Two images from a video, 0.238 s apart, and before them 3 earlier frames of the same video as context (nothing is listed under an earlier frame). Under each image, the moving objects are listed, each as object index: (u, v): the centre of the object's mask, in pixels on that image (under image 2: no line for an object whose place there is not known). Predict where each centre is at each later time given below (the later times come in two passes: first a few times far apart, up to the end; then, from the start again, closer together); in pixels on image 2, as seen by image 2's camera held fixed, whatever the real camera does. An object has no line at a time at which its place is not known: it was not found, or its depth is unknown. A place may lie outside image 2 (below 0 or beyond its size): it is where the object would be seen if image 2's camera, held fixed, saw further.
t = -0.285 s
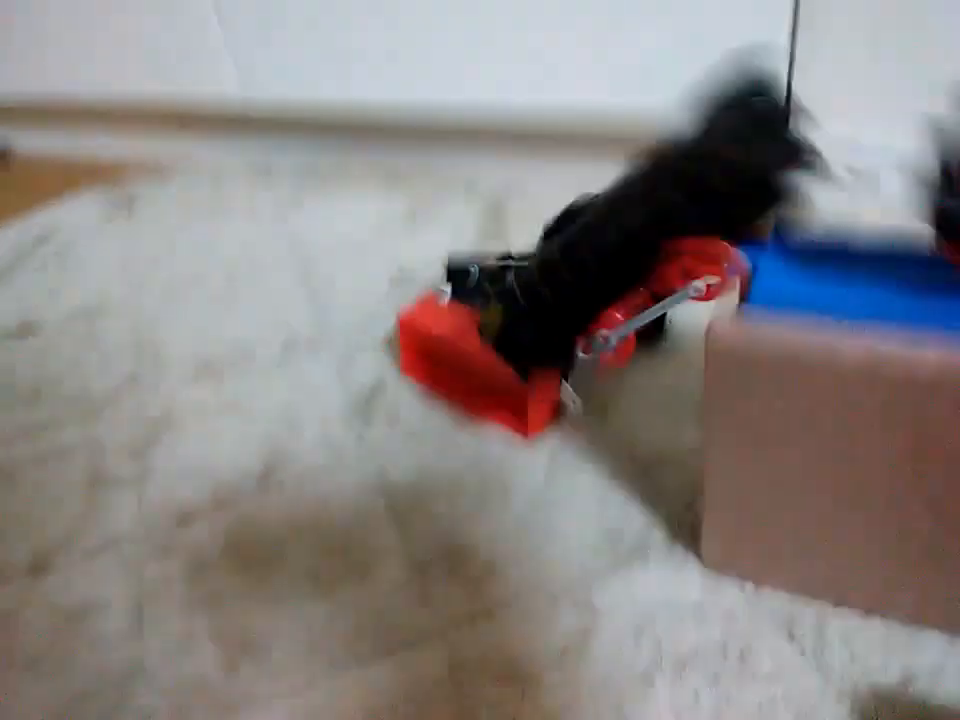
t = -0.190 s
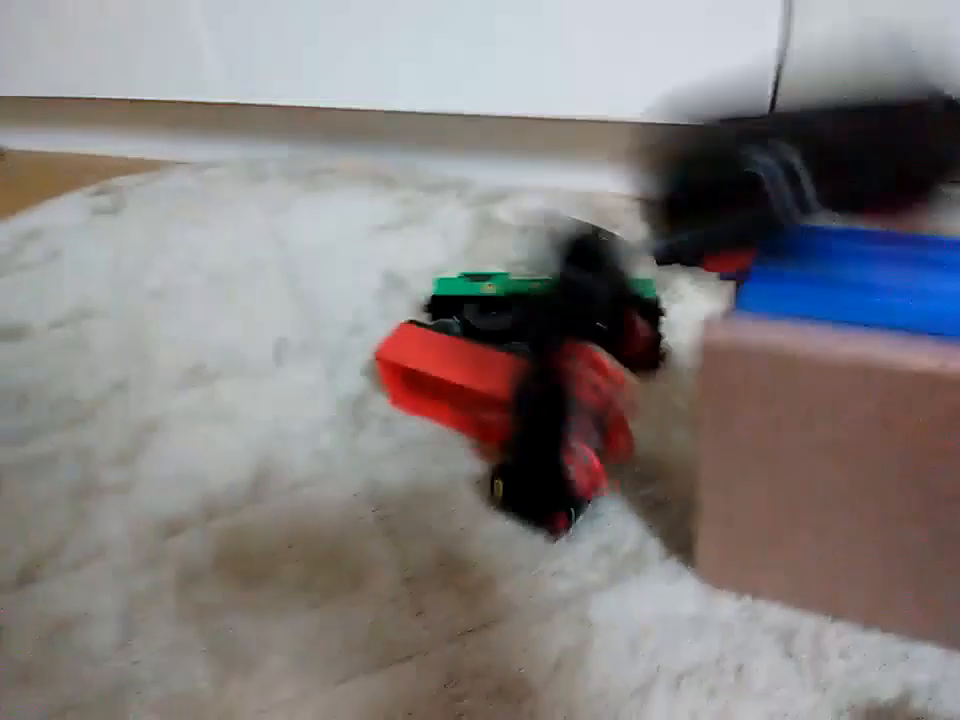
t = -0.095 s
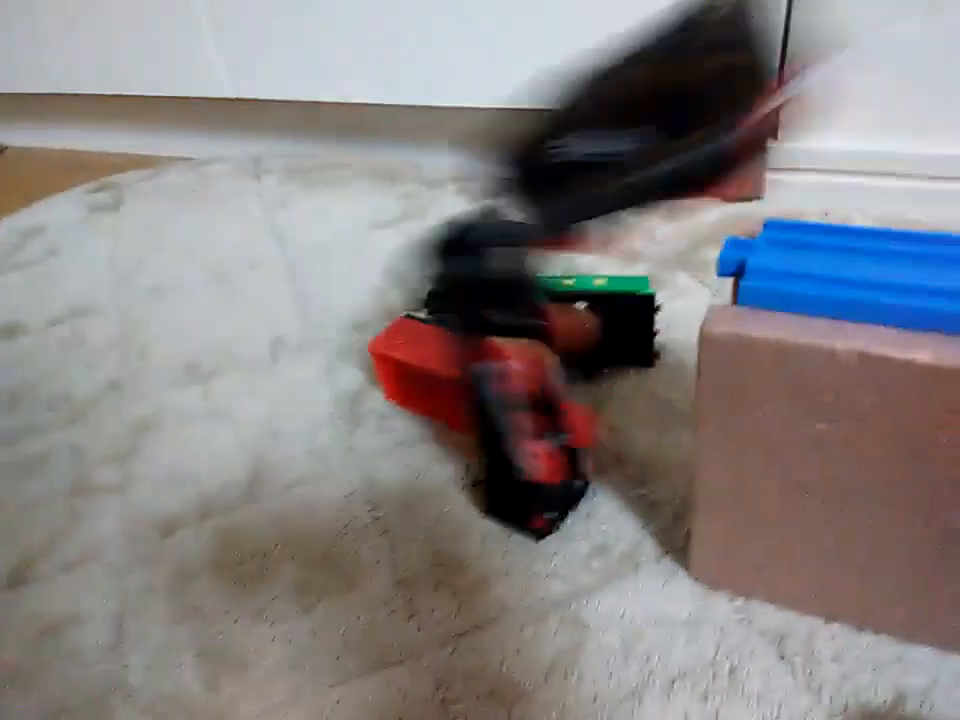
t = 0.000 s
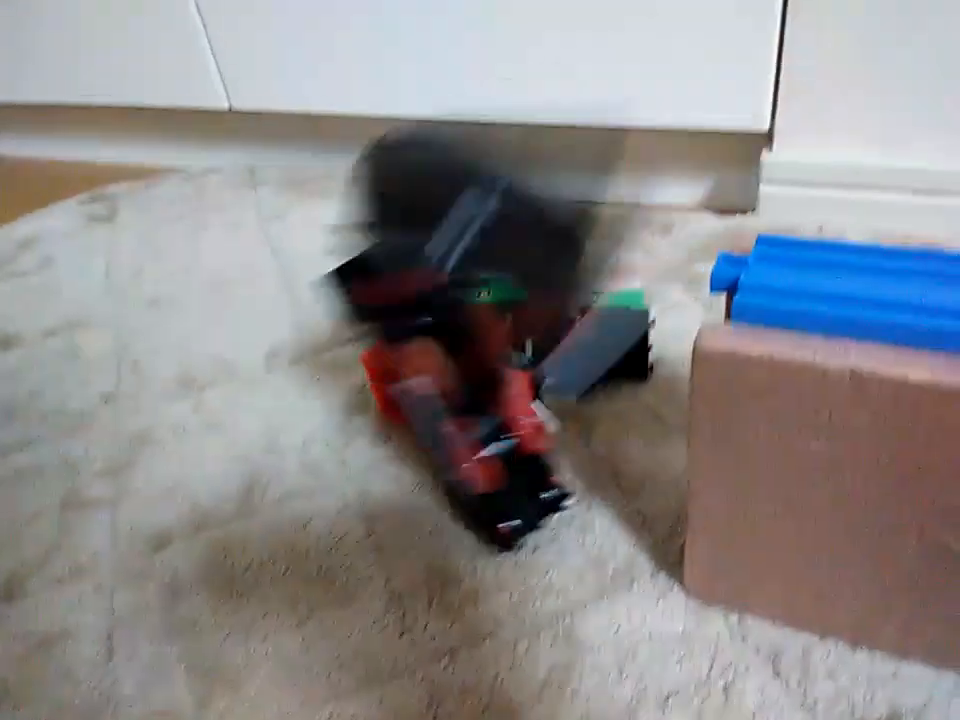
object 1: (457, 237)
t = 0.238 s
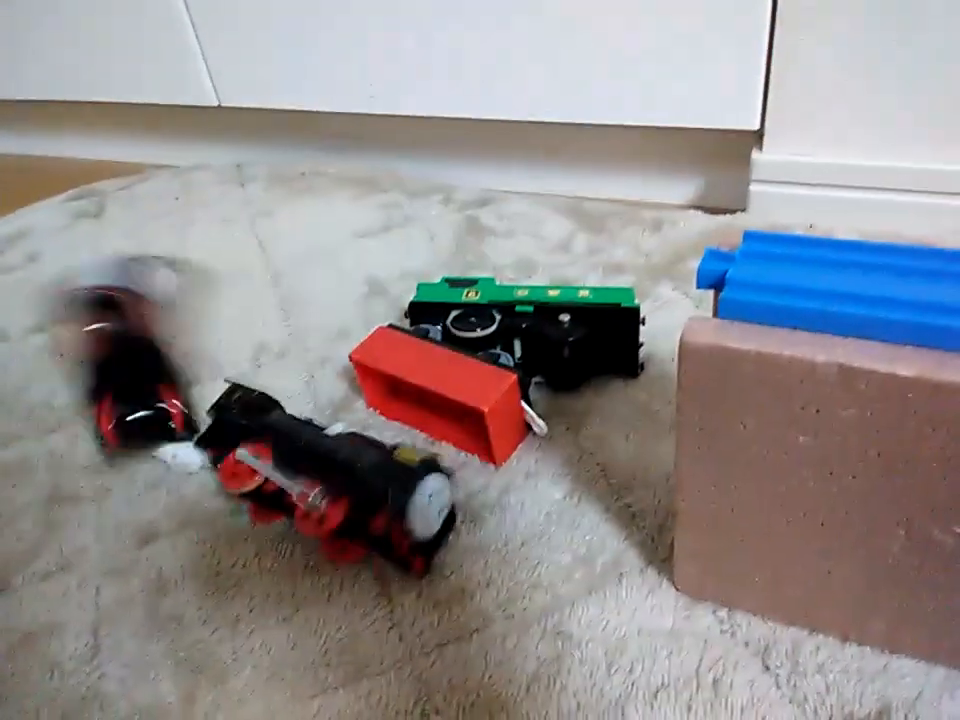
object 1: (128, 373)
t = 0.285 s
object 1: (90, 393)
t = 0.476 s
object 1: (80, 411)
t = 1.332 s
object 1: (79, 415)
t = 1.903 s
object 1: (81, 413)
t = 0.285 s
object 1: (90, 393)
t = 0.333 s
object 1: (73, 420)
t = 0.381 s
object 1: (71, 416)
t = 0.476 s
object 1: (80, 411)
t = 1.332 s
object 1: (79, 415)
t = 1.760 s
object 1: (79, 414)
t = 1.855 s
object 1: (81, 413)
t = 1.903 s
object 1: (81, 413)
